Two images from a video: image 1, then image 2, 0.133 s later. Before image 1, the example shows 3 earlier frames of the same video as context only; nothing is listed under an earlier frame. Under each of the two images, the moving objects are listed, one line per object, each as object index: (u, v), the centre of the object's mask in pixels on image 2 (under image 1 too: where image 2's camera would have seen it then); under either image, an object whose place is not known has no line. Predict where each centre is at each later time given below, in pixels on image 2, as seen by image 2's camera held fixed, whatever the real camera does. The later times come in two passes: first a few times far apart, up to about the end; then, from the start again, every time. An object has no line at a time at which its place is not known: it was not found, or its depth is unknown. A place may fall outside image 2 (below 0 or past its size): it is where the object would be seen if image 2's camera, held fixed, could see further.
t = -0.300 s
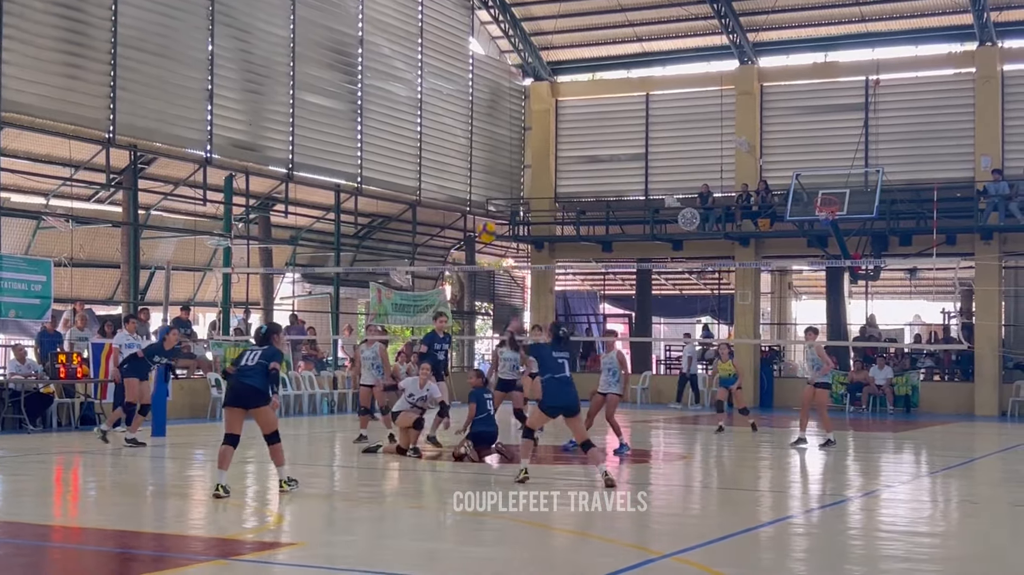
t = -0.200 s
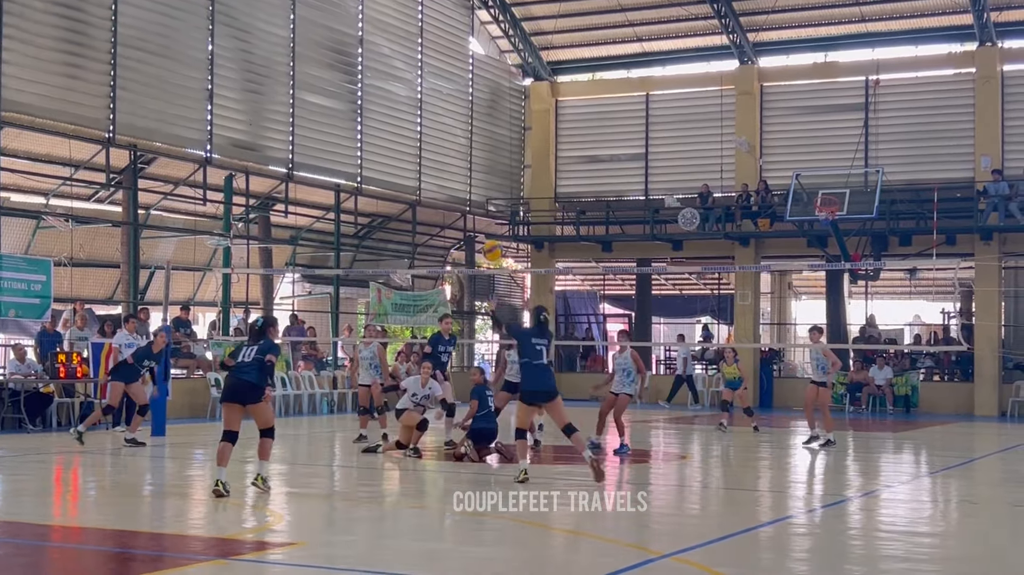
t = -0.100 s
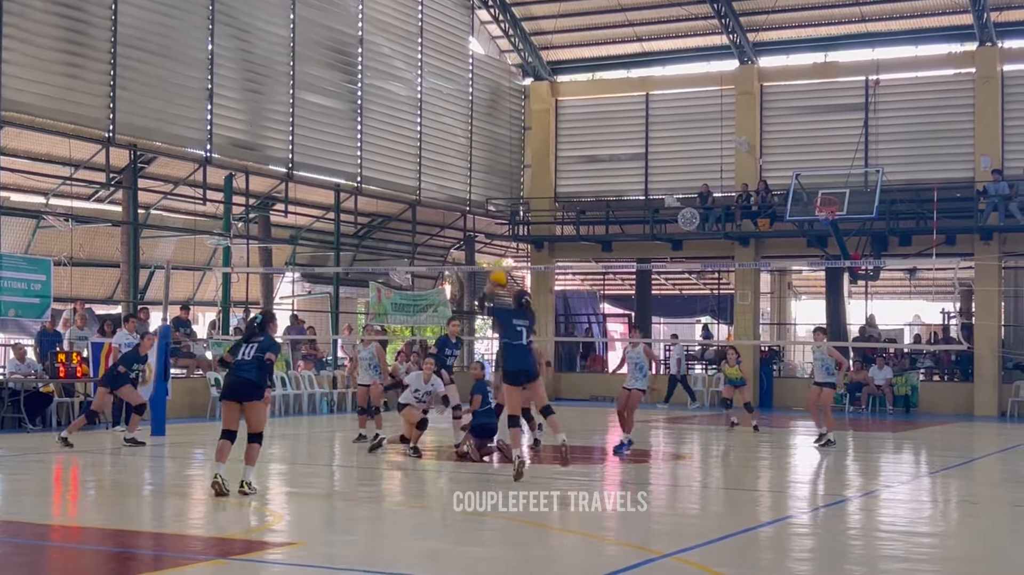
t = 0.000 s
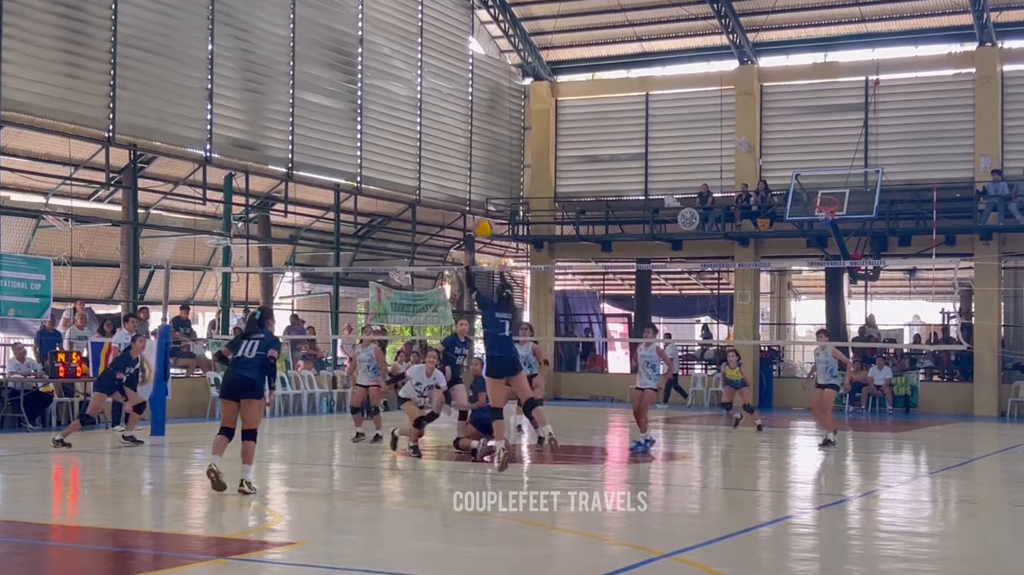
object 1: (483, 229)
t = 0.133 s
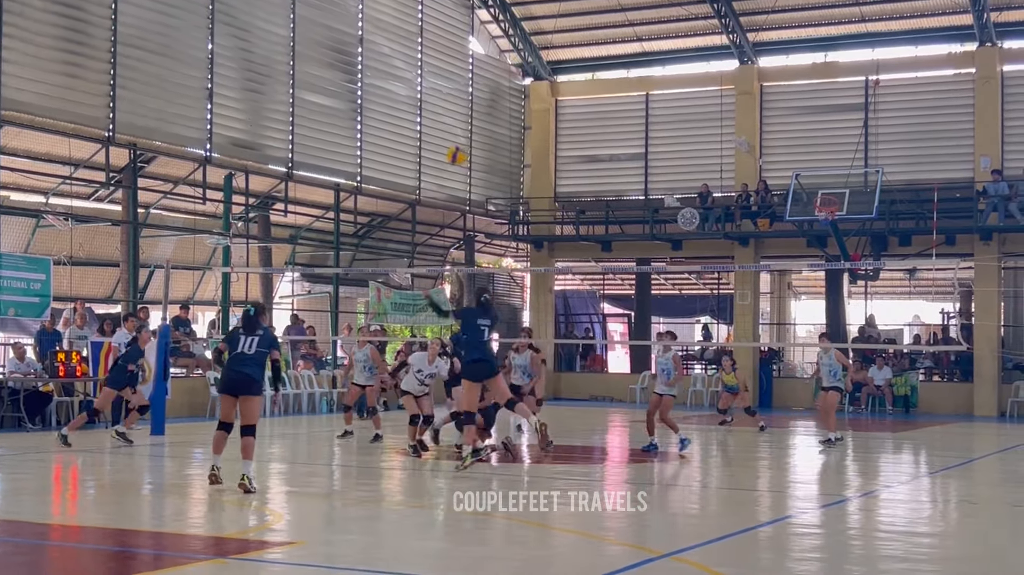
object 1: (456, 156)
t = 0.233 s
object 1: (439, 116)
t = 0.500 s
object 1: (395, 61)
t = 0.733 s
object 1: (360, 68)
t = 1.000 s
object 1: (325, 129)
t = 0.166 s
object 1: (451, 141)
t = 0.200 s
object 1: (445, 127)
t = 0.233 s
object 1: (439, 116)
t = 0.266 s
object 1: (434, 105)
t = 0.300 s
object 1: (428, 95)
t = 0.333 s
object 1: (422, 86)
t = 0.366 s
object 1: (416, 78)
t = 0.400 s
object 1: (410, 71)
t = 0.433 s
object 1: (406, 68)
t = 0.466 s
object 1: (400, 64)
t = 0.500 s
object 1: (395, 61)
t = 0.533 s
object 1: (390, 60)
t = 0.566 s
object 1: (385, 58)
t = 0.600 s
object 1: (381, 58)
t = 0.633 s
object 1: (376, 58)
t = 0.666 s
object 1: (371, 61)
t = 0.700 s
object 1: (366, 64)
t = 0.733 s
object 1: (360, 68)
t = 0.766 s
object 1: (356, 71)
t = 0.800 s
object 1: (351, 77)
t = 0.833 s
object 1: (347, 84)
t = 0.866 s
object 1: (342, 92)
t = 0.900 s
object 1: (338, 100)
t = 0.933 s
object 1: (333, 109)
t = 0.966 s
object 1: (329, 119)
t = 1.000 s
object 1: (325, 129)
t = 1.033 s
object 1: (320, 140)
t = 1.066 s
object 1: (316, 153)
